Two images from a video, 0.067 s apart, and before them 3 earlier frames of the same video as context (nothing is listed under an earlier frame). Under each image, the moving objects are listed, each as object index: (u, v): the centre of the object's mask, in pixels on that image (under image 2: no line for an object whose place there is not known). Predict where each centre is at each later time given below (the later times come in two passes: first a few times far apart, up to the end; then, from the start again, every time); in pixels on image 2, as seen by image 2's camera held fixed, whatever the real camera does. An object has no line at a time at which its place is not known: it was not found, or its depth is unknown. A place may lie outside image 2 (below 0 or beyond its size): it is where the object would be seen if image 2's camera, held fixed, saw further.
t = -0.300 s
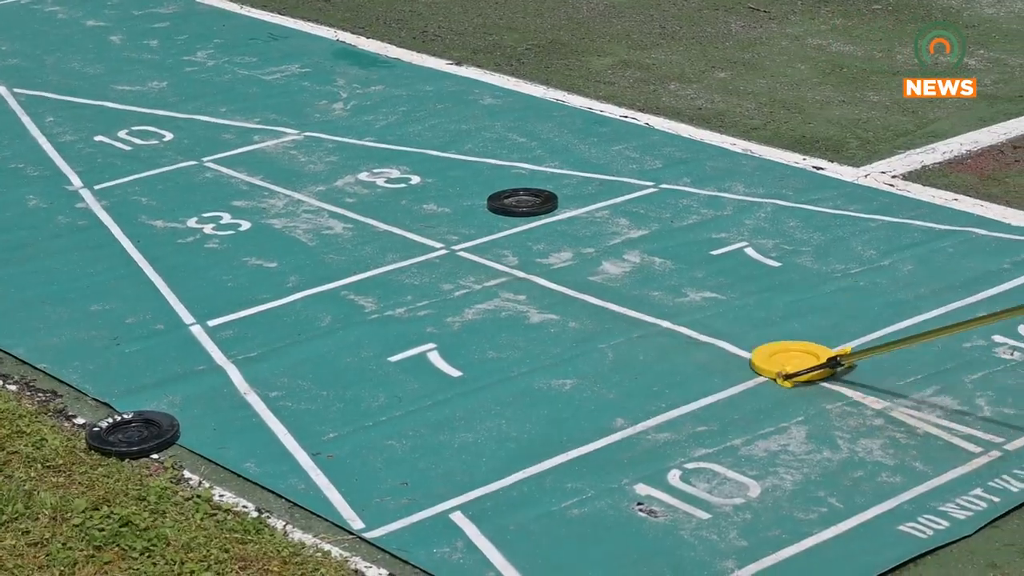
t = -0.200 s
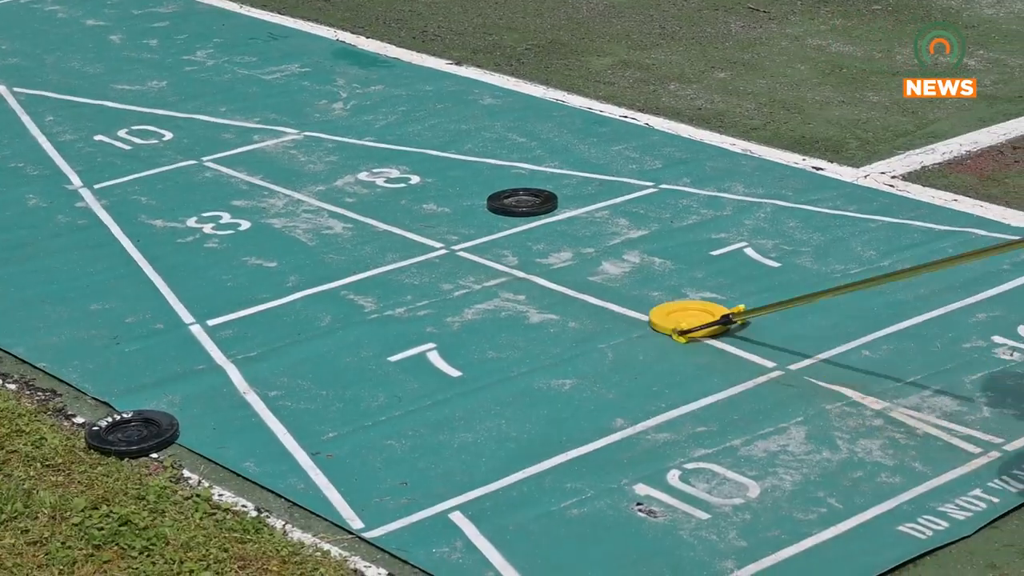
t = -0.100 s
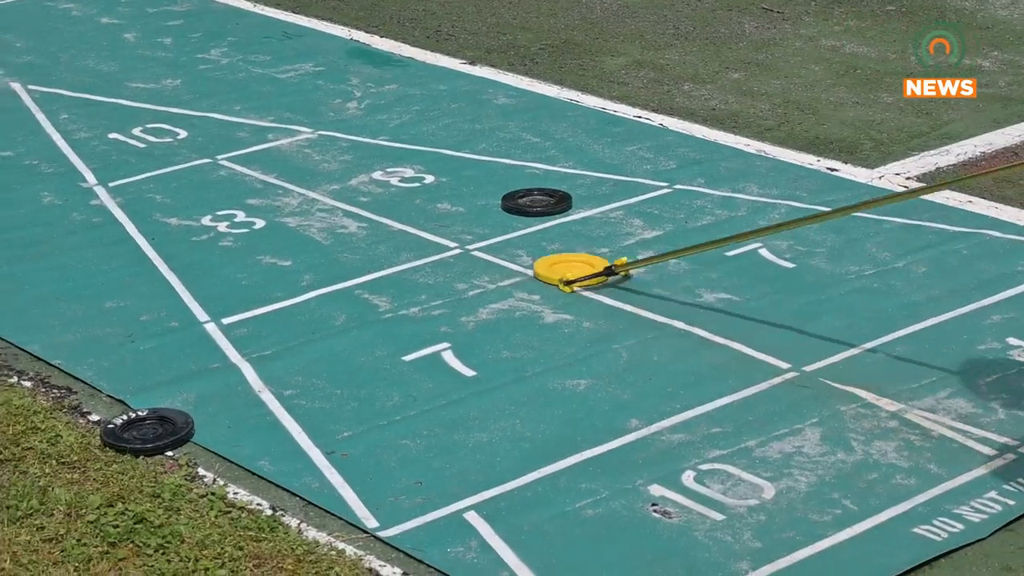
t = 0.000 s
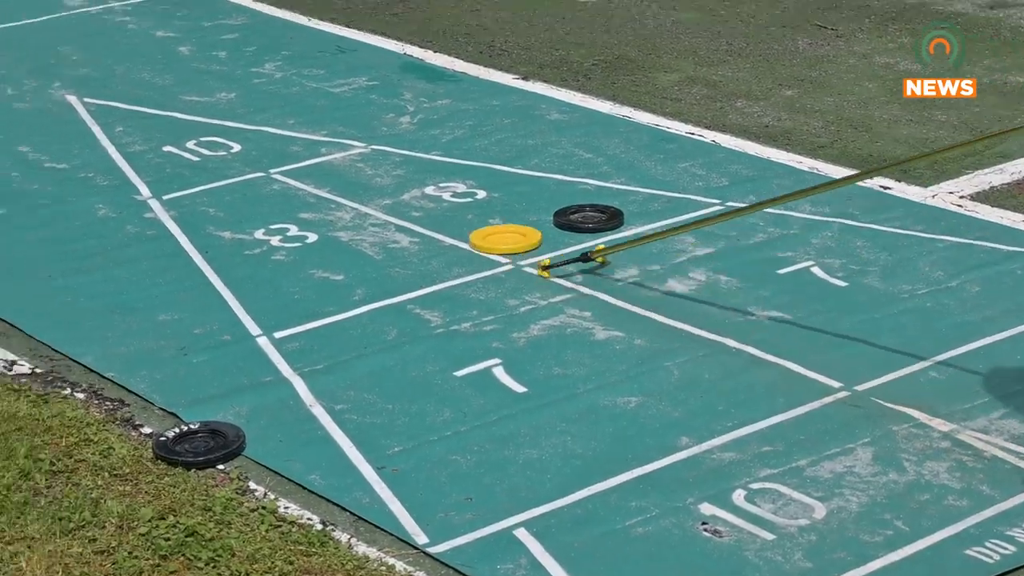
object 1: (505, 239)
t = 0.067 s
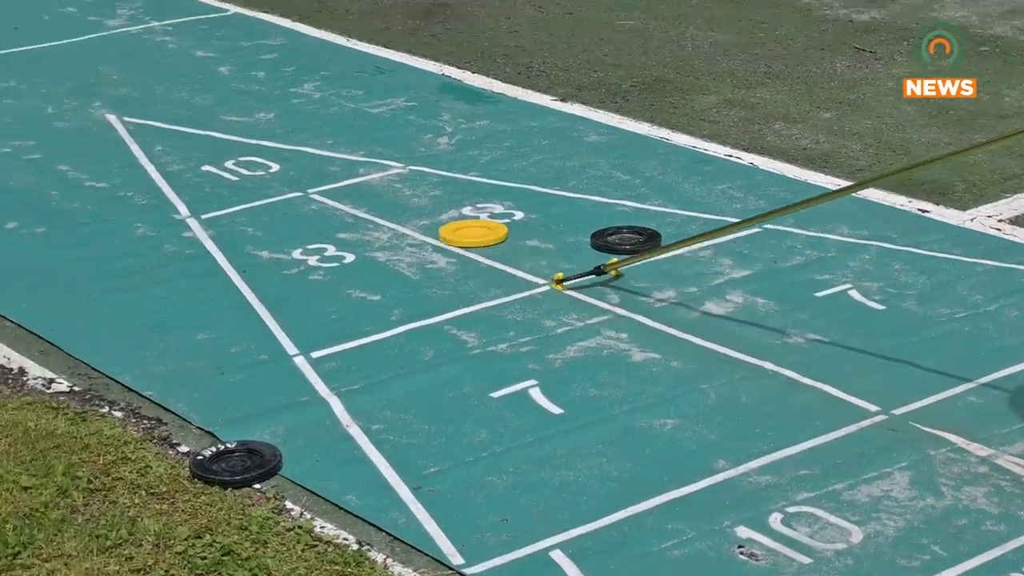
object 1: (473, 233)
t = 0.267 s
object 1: (300, 163)
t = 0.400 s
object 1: (205, 126)
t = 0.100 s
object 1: (441, 220)
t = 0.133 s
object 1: (410, 208)
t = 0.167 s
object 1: (381, 196)
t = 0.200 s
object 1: (353, 184)
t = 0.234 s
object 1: (326, 174)
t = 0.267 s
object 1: (300, 163)
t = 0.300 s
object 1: (275, 153)
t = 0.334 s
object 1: (251, 144)
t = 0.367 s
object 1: (228, 135)
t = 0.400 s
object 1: (205, 126)
